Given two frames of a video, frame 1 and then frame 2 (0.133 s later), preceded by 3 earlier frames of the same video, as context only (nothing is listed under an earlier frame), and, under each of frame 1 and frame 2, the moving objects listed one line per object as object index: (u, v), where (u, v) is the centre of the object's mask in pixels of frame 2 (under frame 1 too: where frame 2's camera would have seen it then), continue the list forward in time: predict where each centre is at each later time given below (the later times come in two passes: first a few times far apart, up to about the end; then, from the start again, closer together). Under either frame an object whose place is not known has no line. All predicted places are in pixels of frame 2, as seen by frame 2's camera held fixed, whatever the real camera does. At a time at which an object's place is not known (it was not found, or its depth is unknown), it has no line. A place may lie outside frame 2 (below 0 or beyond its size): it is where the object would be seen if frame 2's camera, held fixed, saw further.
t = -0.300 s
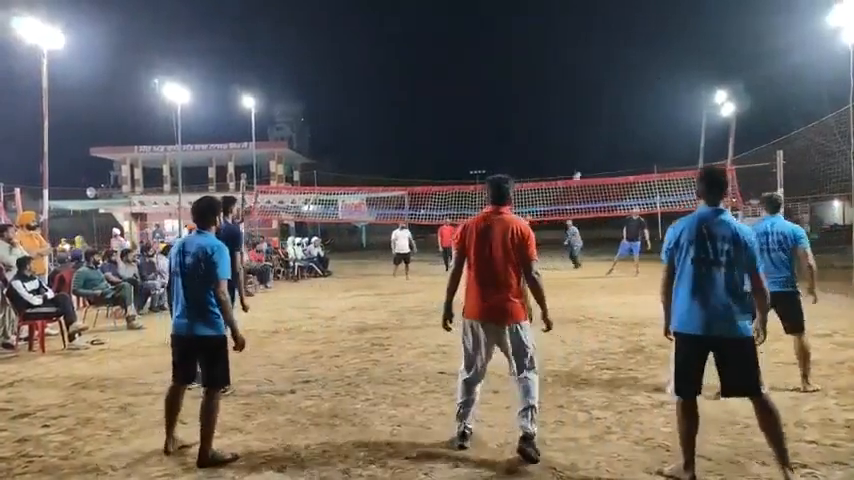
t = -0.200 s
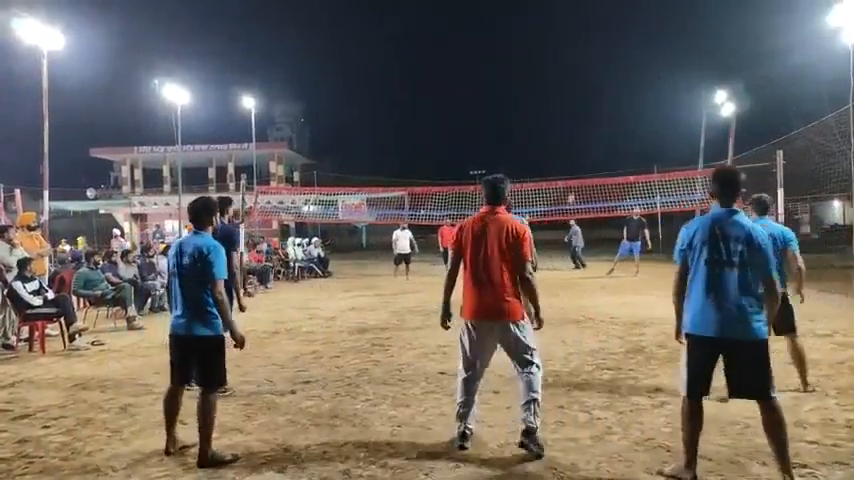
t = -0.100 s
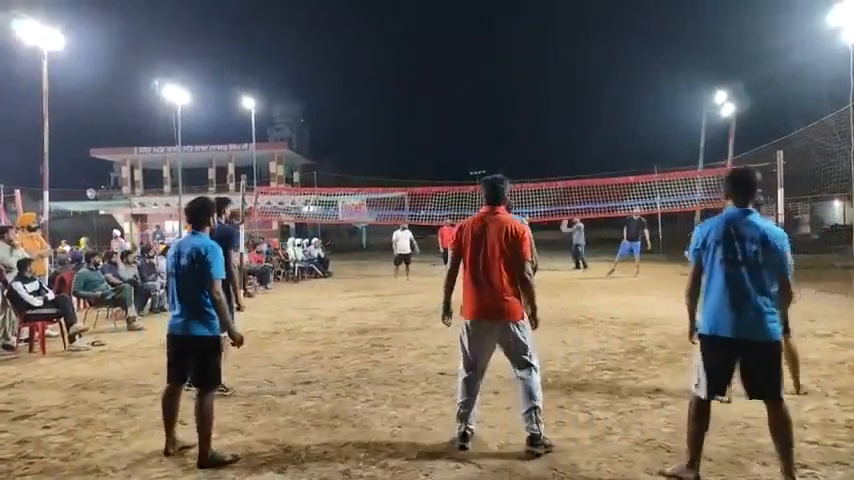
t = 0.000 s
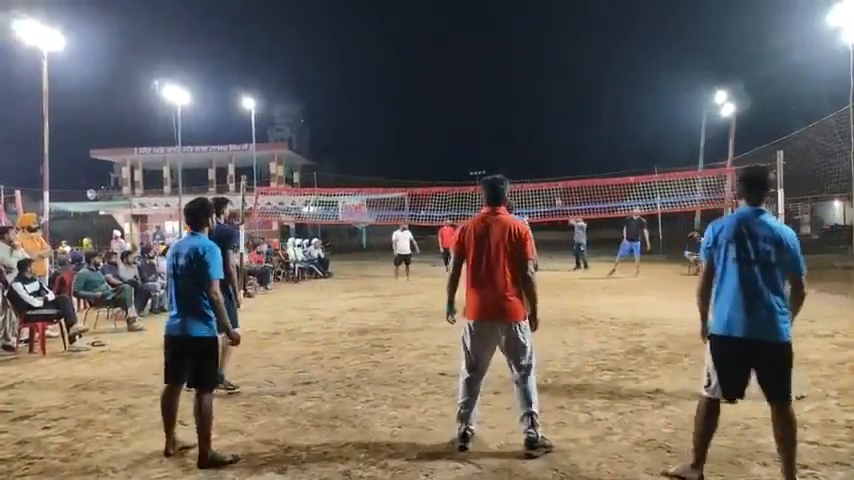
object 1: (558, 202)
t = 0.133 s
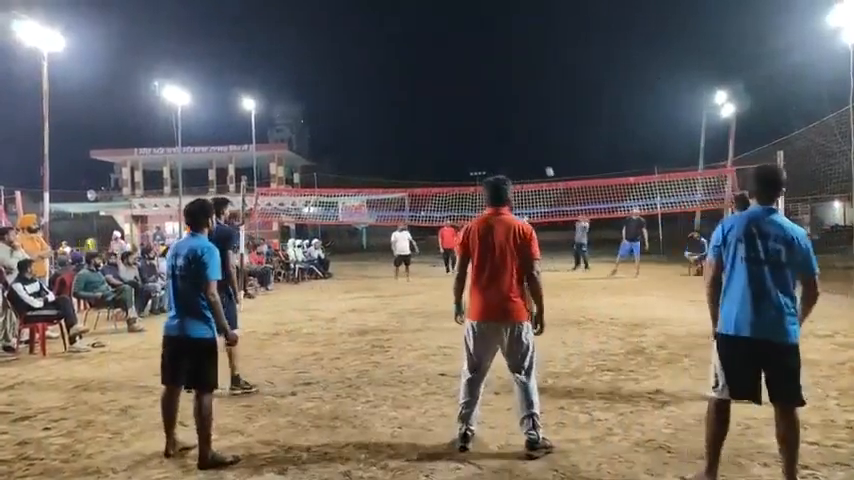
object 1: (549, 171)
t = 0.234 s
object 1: (541, 150)
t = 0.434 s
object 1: (520, 112)
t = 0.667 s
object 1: (489, 82)
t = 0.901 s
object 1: (444, 75)
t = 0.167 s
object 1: (546, 164)
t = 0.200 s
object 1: (544, 157)
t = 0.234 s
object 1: (541, 150)
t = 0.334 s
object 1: (531, 129)
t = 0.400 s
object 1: (524, 118)
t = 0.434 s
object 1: (520, 112)
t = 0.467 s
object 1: (517, 106)
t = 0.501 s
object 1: (512, 101)
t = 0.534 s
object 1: (508, 97)
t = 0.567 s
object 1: (503, 93)
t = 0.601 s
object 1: (499, 89)
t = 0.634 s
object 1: (494, 85)
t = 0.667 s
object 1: (489, 82)
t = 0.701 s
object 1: (483, 79)
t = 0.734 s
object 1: (477, 77)
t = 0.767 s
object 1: (471, 76)
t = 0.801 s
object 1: (465, 74)
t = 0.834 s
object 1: (458, 74)
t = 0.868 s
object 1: (451, 74)
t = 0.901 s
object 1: (444, 75)
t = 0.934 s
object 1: (436, 77)
